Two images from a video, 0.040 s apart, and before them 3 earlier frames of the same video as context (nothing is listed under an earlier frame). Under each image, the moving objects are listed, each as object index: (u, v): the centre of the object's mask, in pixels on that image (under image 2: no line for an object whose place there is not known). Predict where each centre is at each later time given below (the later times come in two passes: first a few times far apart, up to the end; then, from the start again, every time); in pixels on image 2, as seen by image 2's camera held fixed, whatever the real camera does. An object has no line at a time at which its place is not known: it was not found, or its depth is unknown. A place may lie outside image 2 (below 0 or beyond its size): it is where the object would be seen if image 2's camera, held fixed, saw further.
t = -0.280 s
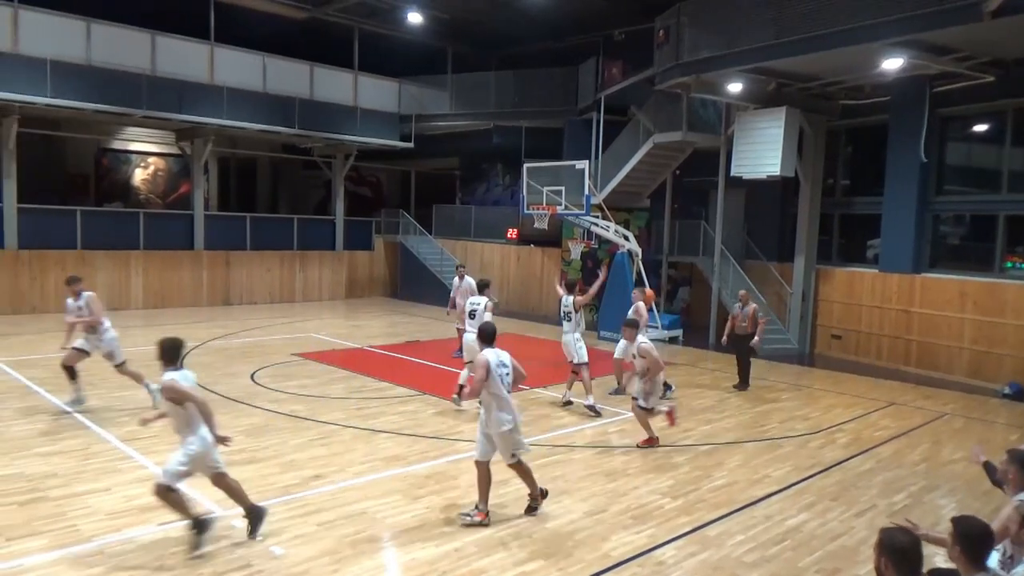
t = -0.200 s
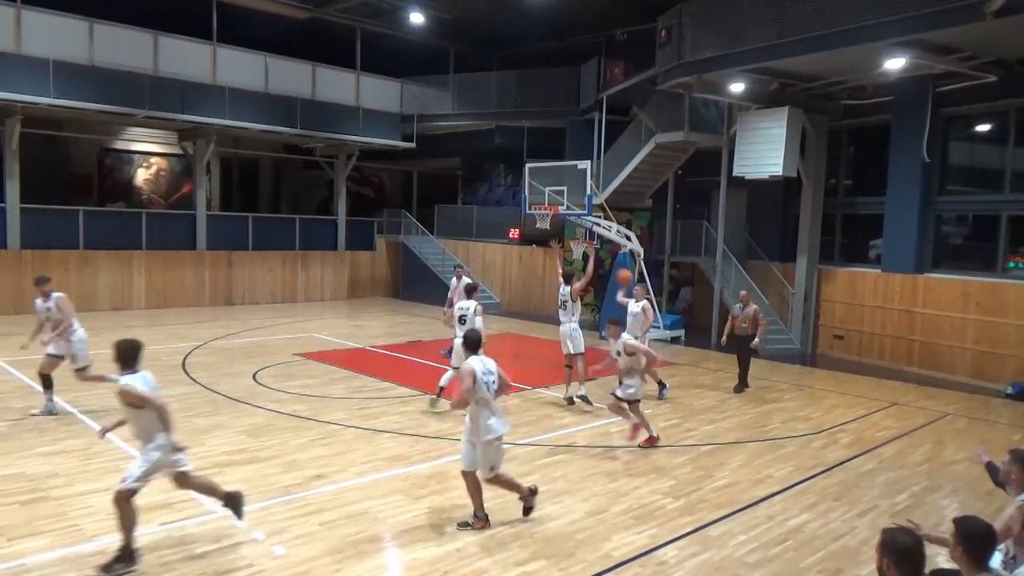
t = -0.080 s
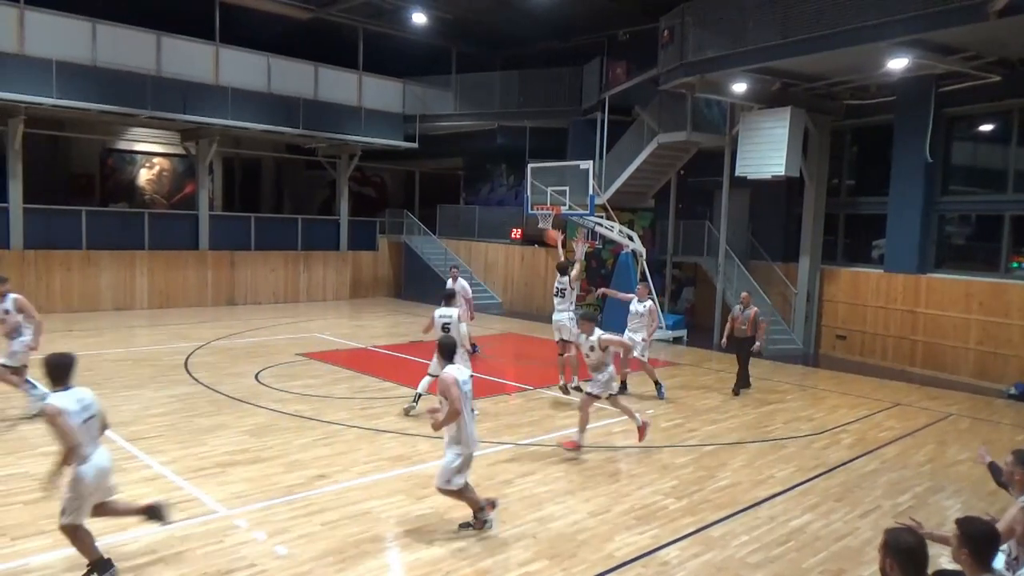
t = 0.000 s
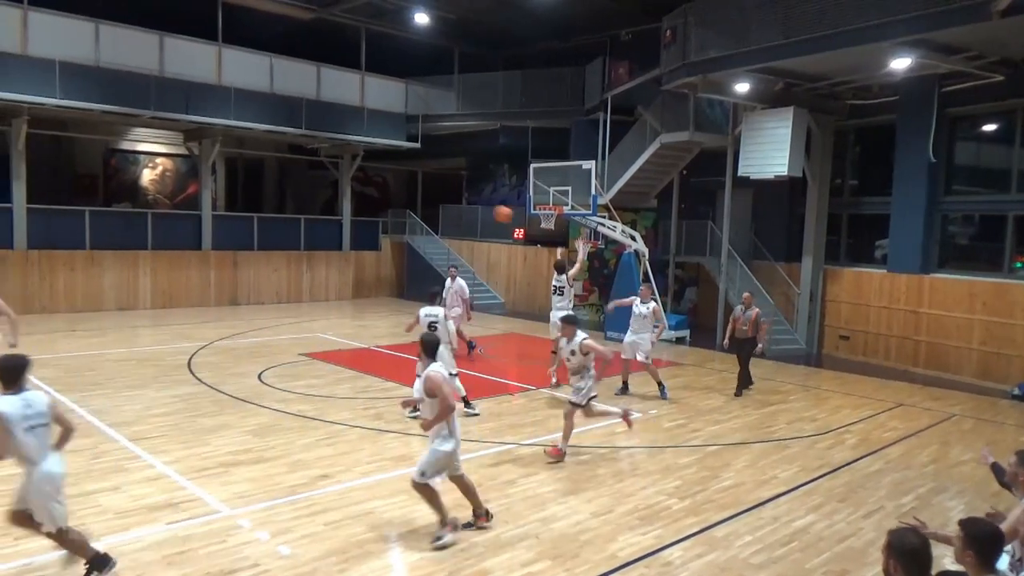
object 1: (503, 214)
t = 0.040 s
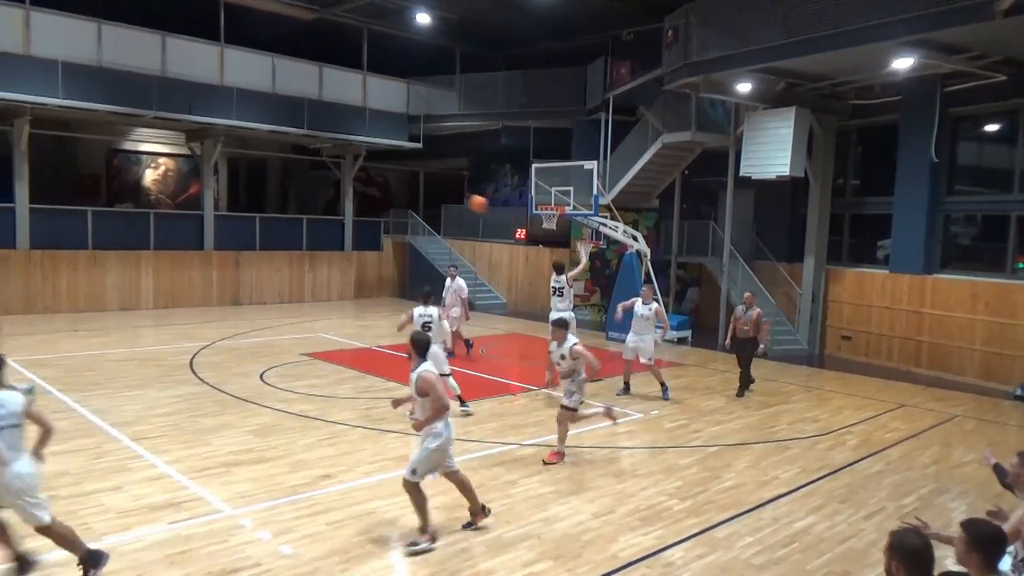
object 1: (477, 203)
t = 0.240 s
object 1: (339, 162)
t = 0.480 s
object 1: (162, 139)
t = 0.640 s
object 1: (36, 143)
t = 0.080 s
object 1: (451, 194)
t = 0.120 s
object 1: (423, 184)
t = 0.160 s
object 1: (396, 176)
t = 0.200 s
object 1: (367, 168)
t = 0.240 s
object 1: (339, 162)
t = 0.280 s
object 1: (311, 156)
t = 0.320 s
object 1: (282, 150)
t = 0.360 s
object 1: (252, 146)
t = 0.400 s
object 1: (223, 143)
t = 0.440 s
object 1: (194, 141)
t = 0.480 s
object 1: (162, 139)
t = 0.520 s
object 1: (131, 138)
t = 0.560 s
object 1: (100, 139)
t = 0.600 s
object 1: (68, 141)
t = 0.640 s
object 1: (36, 143)
